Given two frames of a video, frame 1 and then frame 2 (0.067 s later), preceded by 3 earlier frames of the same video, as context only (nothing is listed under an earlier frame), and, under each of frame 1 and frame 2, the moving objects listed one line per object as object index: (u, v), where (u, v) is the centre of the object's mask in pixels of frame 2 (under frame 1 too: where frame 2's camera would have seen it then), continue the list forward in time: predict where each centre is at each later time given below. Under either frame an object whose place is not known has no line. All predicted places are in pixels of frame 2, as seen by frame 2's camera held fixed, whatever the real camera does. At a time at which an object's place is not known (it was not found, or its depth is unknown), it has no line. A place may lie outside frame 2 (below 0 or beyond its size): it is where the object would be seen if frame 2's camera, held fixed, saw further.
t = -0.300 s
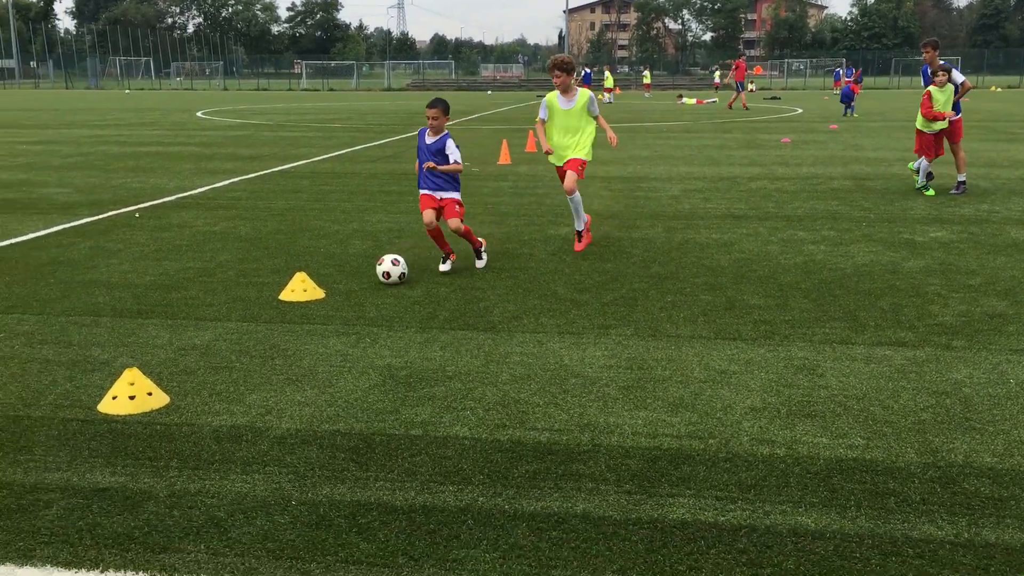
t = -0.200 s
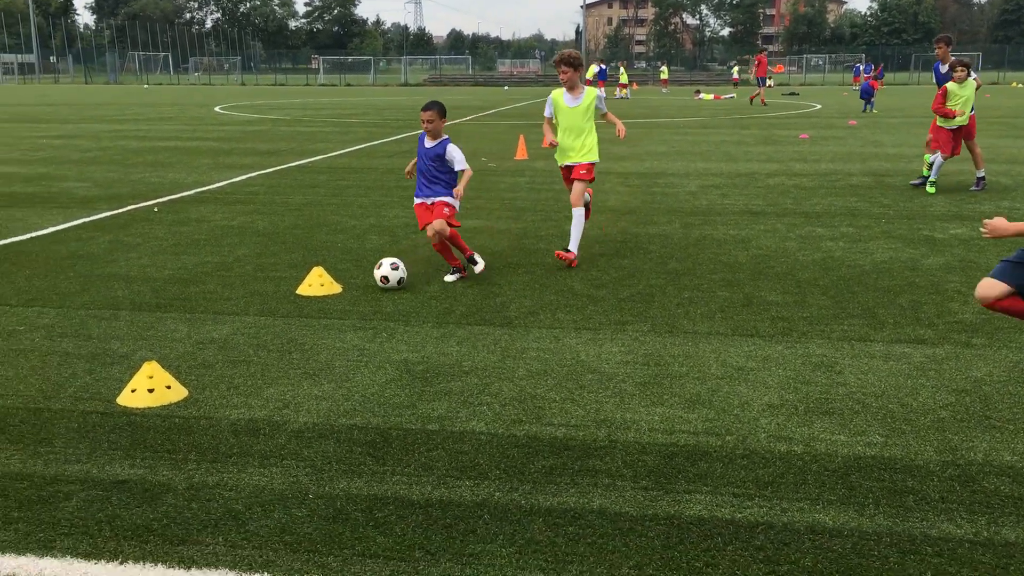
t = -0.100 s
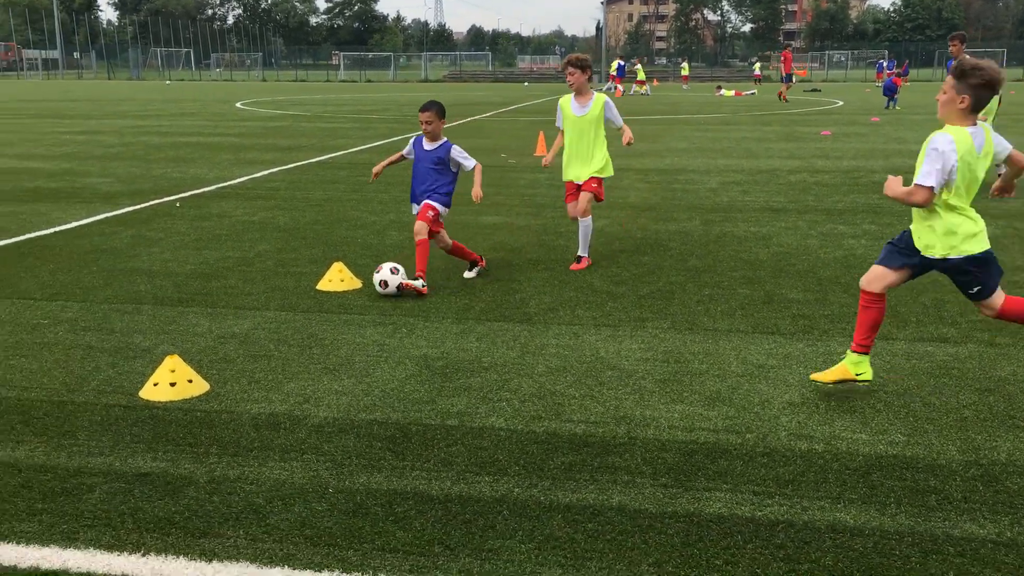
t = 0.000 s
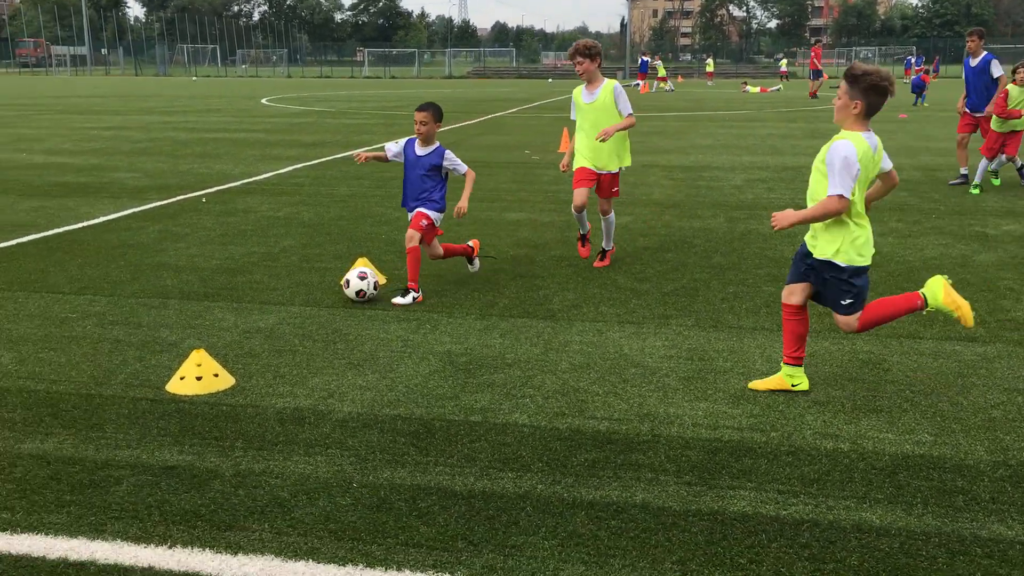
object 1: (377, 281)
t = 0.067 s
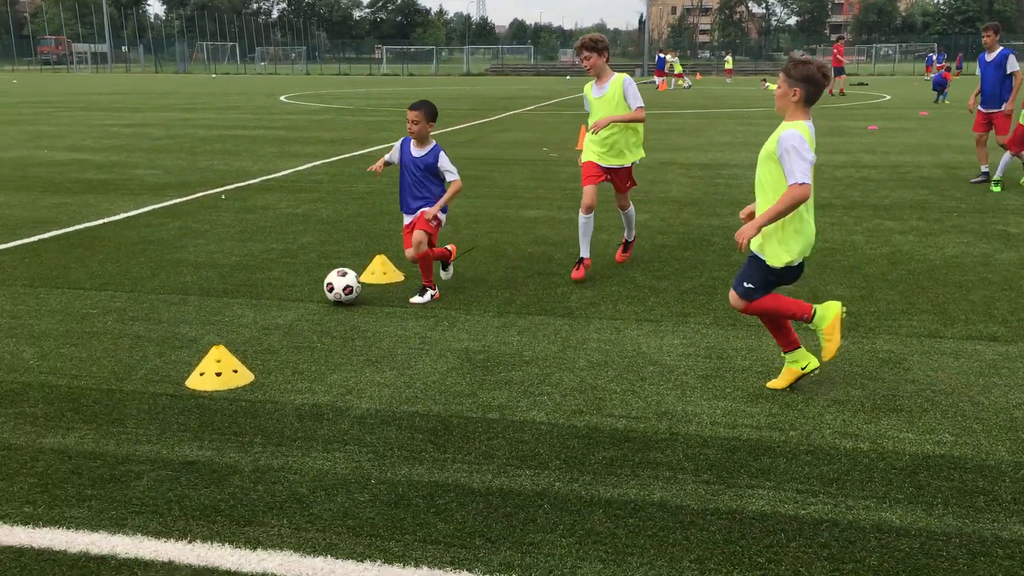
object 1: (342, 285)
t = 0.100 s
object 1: (324, 290)
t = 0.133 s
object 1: (307, 293)
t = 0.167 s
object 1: (289, 296)
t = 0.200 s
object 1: (271, 301)
